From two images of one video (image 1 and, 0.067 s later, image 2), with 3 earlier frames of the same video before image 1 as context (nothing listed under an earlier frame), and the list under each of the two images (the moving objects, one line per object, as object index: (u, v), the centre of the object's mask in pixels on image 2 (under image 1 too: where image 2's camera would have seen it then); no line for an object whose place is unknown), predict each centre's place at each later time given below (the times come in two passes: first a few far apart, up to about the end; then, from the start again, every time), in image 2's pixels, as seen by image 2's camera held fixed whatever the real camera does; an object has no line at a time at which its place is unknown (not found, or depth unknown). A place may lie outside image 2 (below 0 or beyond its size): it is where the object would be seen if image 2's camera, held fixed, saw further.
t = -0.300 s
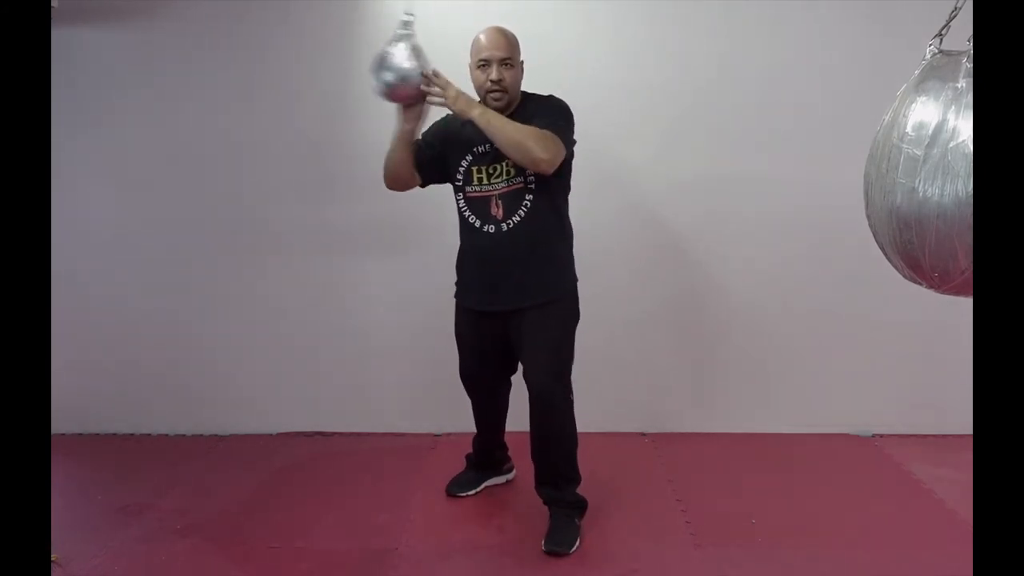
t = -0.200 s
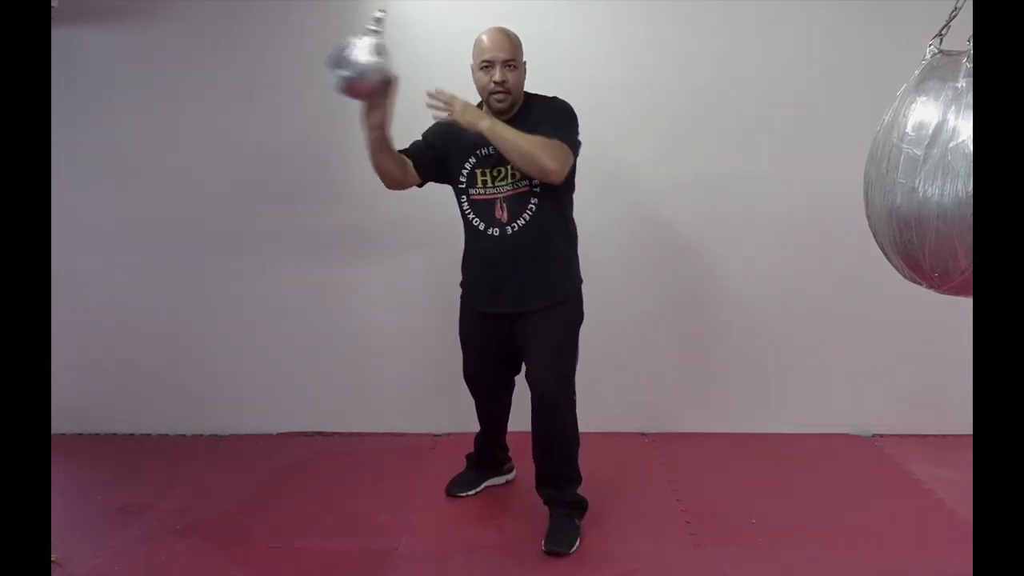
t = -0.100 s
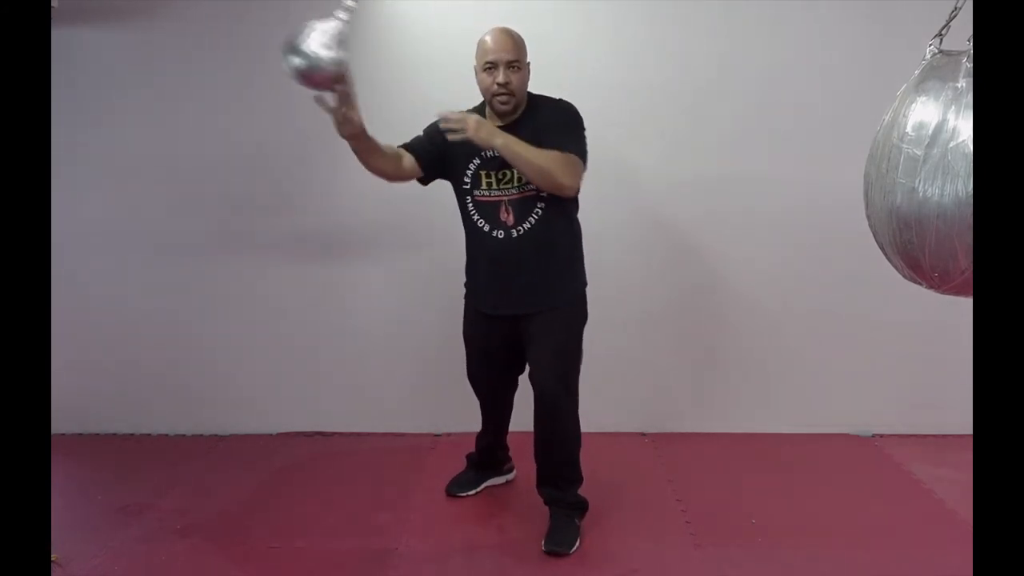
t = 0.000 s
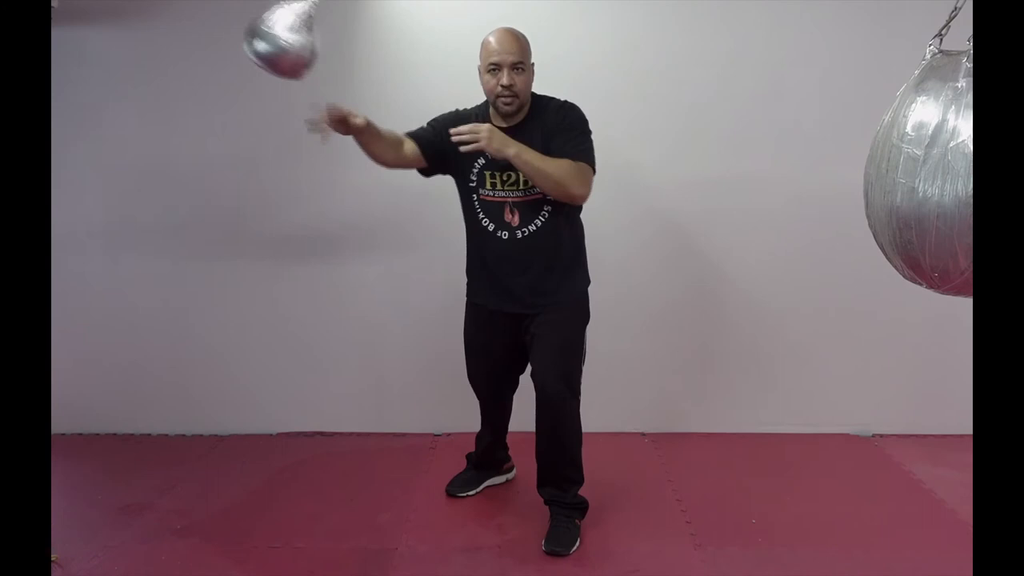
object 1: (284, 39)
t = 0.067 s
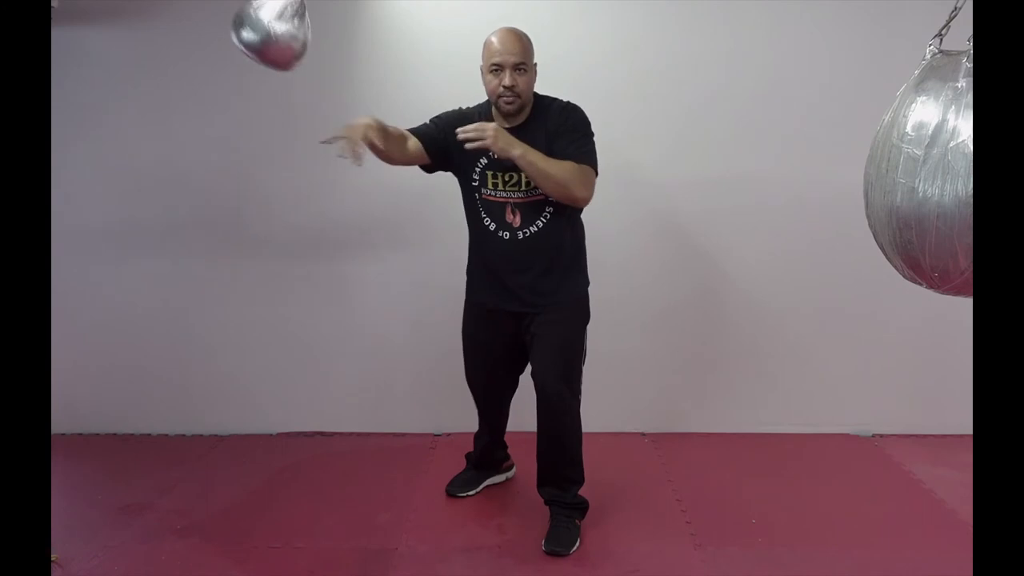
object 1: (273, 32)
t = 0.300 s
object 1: (340, 27)
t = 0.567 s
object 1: (550, 46)
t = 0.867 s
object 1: (637, 51)
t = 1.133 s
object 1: (560, 48)
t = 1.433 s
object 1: (423, 64)
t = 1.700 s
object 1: (326, 57)
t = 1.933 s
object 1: (347, 31)
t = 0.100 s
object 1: (272, 30)
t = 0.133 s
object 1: (273, 28)
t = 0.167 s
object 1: (278, 27)
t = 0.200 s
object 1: (287, 26)
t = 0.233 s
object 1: (299, 26)
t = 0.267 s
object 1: (318, 26)
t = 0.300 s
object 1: (340, 27)
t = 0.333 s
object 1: (361, 29)
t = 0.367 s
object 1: (387, 31)
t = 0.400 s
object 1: (411, 32)
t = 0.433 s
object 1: (438, 33)
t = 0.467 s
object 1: (472, 39)
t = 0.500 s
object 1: (499, 38)
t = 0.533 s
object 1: (527, 41)
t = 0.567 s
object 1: (550, 46)
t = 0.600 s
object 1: (571, 48)
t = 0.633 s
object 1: (591, 51)
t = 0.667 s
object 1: (607, 52)
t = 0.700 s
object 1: (620, 53)
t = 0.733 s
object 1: (628, 53)
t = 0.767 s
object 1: (635, 54)
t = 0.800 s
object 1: (638, 53)
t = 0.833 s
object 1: (638, 52)
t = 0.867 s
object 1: (637, 51)
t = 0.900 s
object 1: (633, 51)
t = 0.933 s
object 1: (626, 49)
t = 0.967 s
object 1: (619, 48)
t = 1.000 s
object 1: (609, 48)
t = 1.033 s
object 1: (598, 47)
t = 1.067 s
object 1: (587, 47)
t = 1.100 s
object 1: (574, 47)
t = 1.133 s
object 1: (560, 48)
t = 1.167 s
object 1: (546, 49)
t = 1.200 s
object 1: (531, 50)
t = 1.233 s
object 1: (516, 52)
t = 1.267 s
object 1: (501, 54)
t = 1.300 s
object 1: (485, 55)
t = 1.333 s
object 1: (469, 57)
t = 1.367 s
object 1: (454, 60)
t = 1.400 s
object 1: (438, 62)
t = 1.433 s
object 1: (423, 64)
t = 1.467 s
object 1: (407, 65)
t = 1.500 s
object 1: (392, 66)
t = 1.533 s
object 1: (379, 66)
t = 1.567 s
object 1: (366, 67)
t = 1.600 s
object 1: (354, 65)
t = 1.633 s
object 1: (343, 63)
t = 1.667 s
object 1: (333, 60)
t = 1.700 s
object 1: (326, 57)
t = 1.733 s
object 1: (321, 54)
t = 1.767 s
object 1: (318, 50)
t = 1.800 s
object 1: (317, 46)
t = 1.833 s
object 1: (319, 42)
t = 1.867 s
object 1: (325, 38)
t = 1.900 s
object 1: (334, 34)
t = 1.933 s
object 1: (347, 31)
